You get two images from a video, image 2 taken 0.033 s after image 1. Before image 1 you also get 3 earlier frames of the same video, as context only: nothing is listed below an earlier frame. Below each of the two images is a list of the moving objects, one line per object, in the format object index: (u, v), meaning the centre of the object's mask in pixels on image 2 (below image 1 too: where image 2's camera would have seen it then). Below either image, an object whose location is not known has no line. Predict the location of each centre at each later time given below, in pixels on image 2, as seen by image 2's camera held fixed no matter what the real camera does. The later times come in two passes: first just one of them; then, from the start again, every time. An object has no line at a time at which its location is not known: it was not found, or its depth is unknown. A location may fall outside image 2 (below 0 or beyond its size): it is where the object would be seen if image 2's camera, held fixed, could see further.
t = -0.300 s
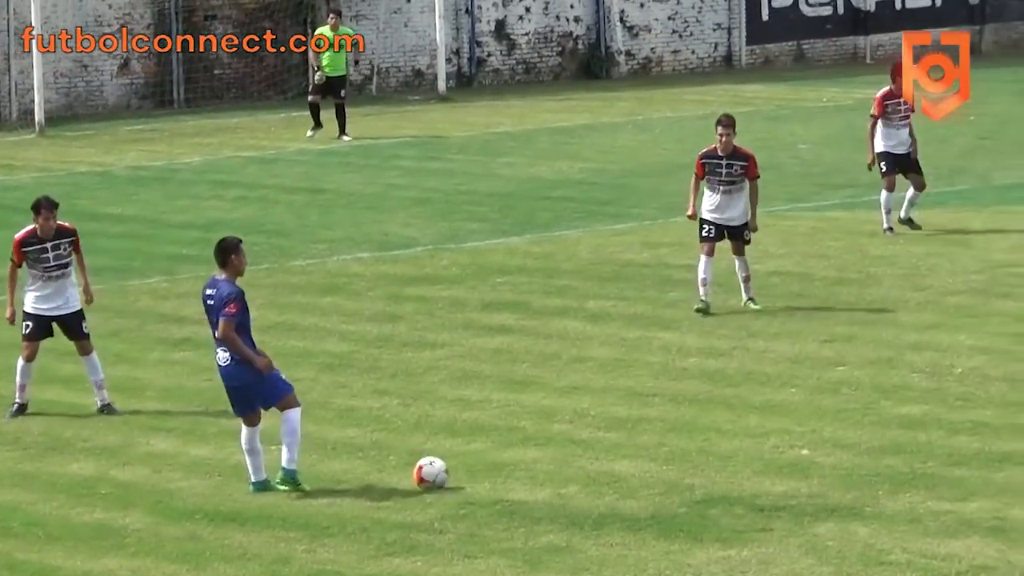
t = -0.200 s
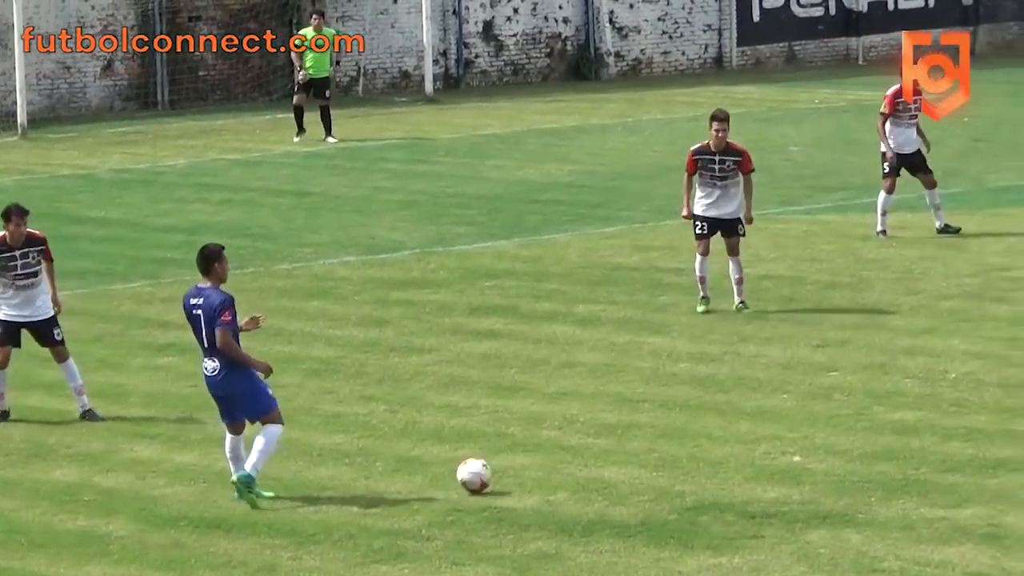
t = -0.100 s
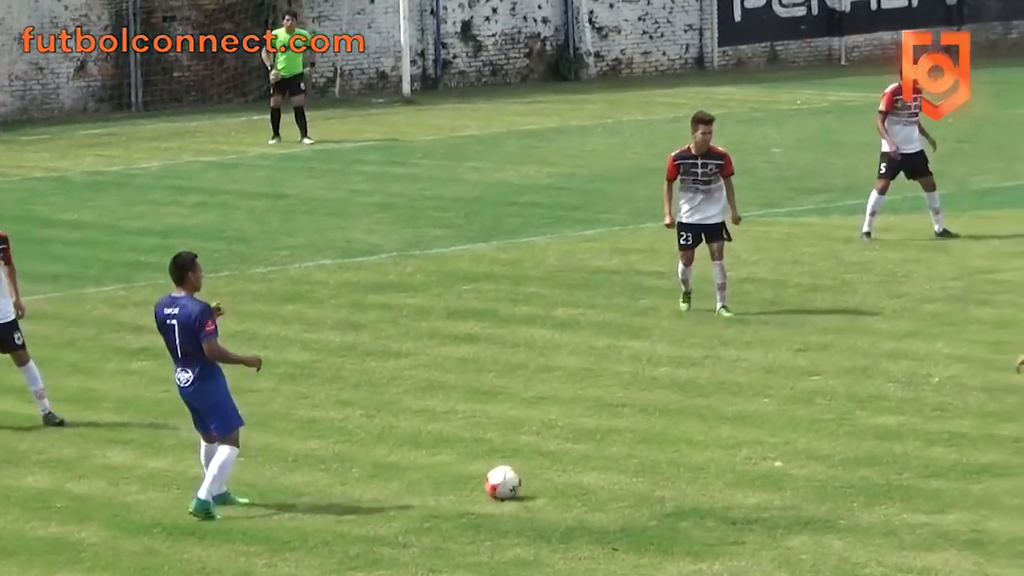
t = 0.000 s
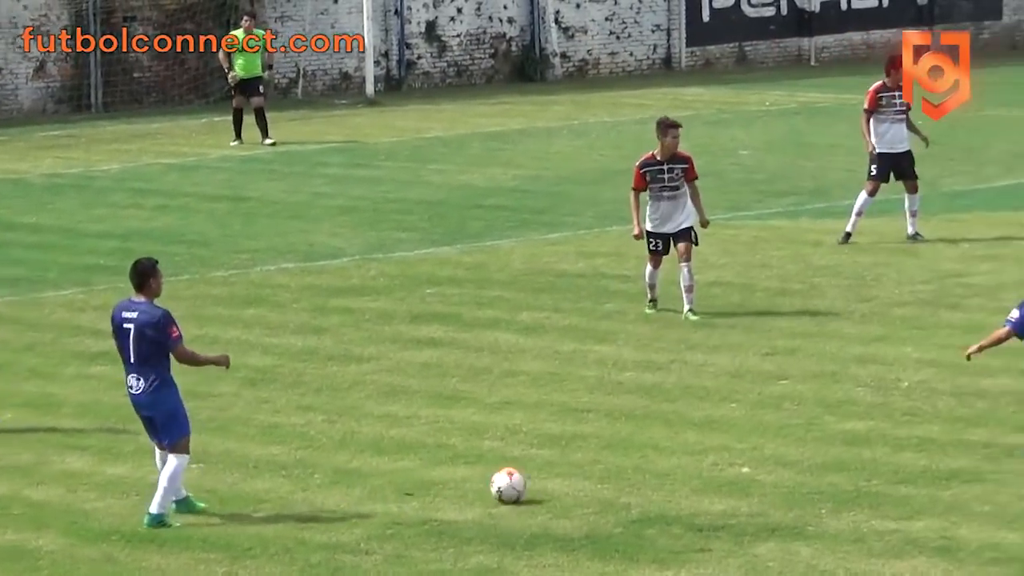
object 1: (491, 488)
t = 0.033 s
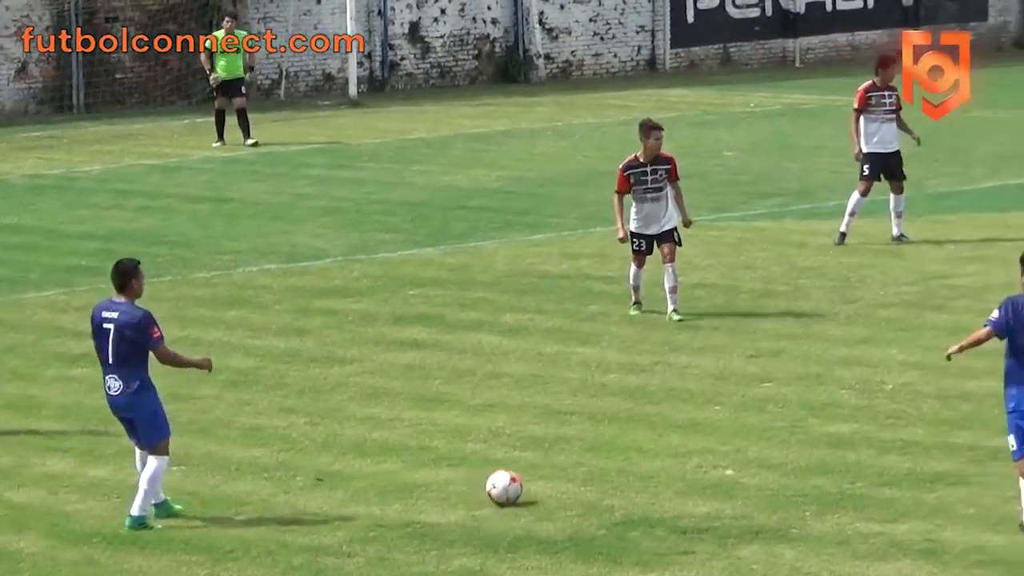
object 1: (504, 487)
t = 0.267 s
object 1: (589, 482)
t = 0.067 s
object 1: (516, 488)
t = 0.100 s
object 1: (529, 488)
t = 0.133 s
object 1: (542, 487)
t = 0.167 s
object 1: (553, 485)
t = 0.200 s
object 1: (565, 484)
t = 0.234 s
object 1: (577, 482)
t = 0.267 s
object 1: (589, 482)
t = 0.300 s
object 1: (600, 483)
